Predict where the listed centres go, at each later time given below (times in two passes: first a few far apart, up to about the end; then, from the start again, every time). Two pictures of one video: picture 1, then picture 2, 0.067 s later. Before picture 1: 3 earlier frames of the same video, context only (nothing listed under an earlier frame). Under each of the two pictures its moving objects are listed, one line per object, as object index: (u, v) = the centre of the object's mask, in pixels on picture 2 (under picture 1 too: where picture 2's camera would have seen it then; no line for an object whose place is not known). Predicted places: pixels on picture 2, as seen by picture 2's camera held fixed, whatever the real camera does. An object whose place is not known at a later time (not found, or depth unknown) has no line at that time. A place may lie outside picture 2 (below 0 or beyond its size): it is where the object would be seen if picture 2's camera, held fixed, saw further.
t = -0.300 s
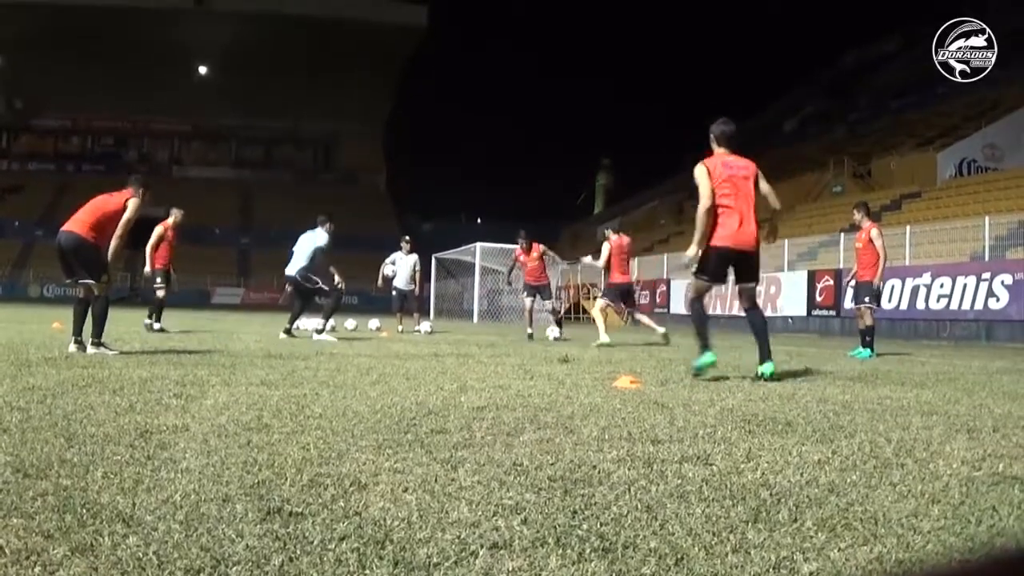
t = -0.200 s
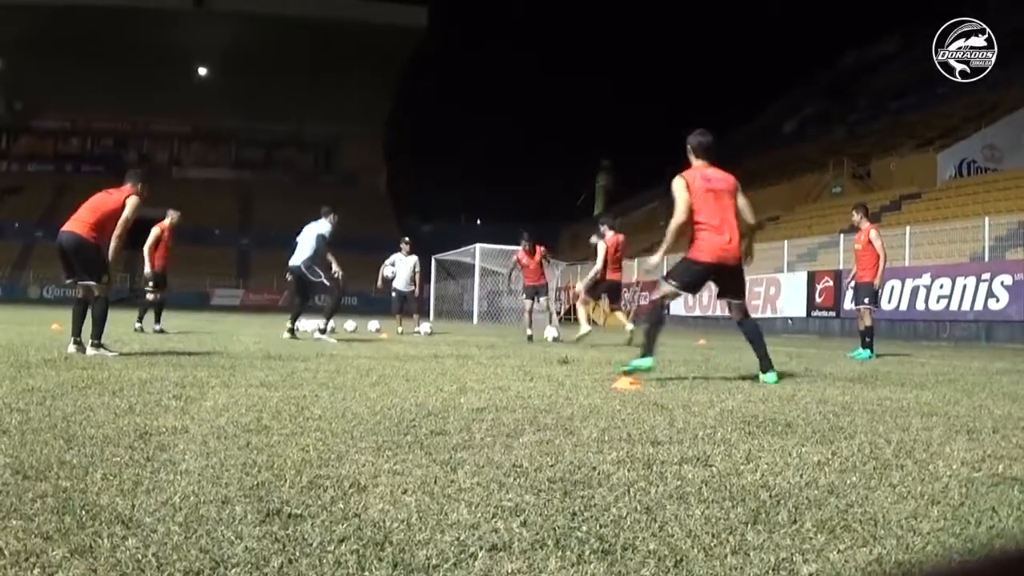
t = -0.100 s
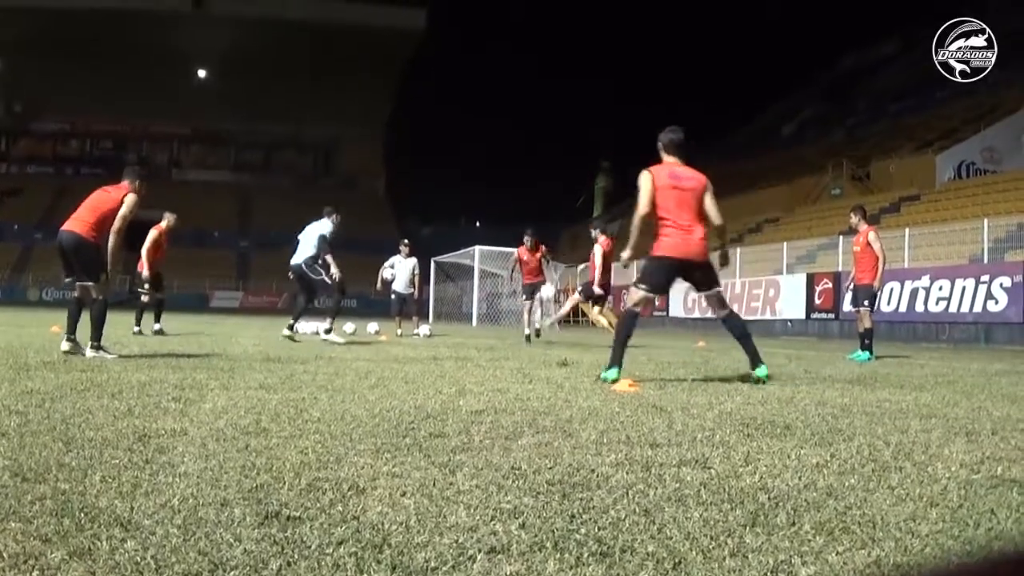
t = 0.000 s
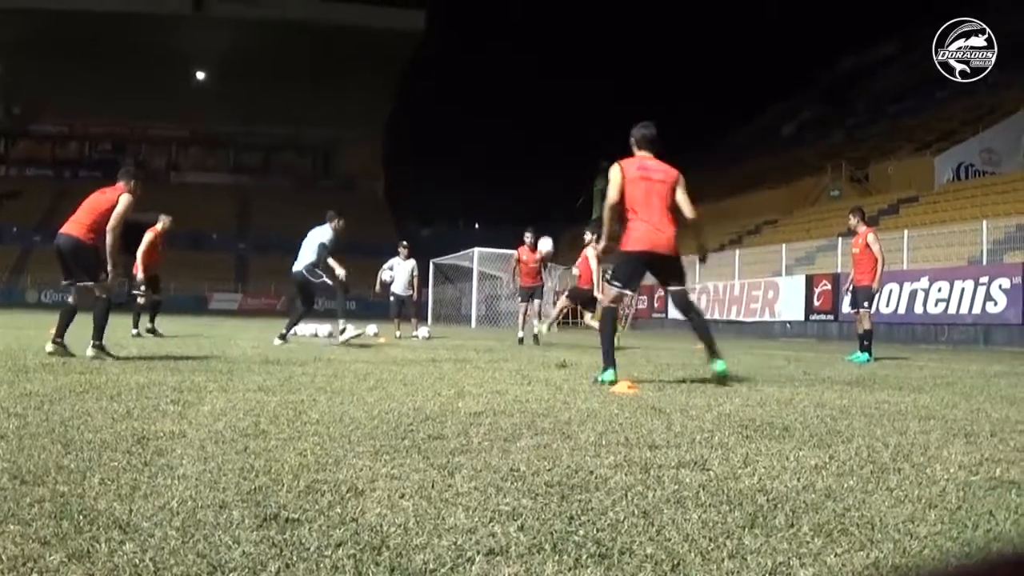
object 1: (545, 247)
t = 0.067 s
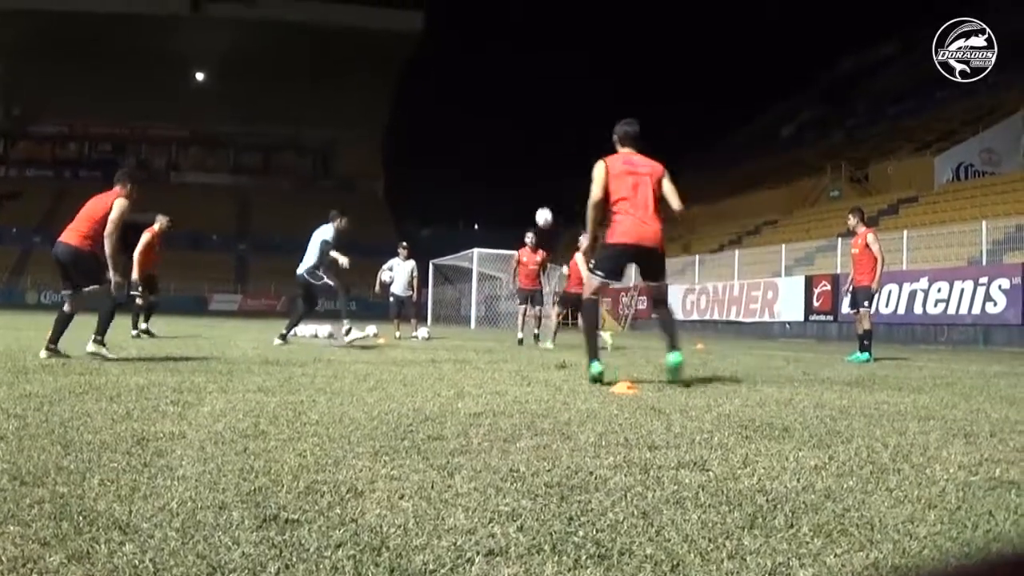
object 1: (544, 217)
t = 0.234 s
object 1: (540, 153)
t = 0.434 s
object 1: (536, 96)
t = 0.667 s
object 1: (530, 65)
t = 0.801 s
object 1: (526, 68)
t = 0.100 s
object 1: (543, 204)
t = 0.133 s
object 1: (542, 190)
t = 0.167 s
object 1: (542, 177)
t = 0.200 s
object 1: (541, 165)
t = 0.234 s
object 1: (540, 153)
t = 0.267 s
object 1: (540, 142)
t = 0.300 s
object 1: (539, 131)
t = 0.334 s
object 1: (539, 121)
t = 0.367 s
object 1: (538, 112)
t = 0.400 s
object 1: (537, 104)
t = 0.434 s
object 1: (536, 96)
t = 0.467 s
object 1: (536, 89)
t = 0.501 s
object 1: (535, 83)
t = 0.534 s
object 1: (534, 78)
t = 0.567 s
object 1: (533, 73)
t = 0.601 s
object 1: (532, 69)
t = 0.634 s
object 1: (531, 67)
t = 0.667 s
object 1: (530, 65)
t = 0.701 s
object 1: (529, 64)
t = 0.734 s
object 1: (528, 64)
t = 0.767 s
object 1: (527, 66)
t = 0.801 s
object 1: (526, 68)
